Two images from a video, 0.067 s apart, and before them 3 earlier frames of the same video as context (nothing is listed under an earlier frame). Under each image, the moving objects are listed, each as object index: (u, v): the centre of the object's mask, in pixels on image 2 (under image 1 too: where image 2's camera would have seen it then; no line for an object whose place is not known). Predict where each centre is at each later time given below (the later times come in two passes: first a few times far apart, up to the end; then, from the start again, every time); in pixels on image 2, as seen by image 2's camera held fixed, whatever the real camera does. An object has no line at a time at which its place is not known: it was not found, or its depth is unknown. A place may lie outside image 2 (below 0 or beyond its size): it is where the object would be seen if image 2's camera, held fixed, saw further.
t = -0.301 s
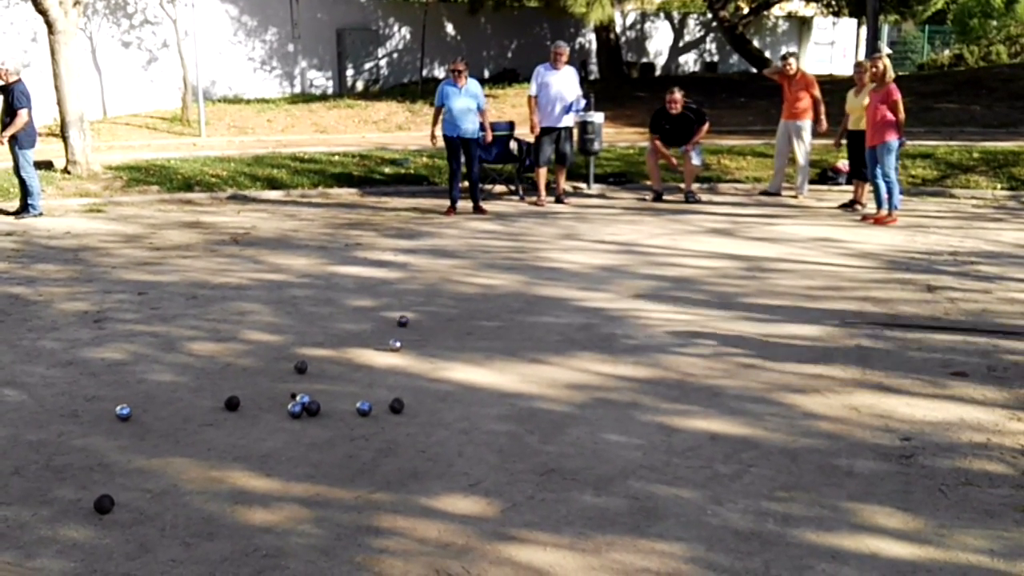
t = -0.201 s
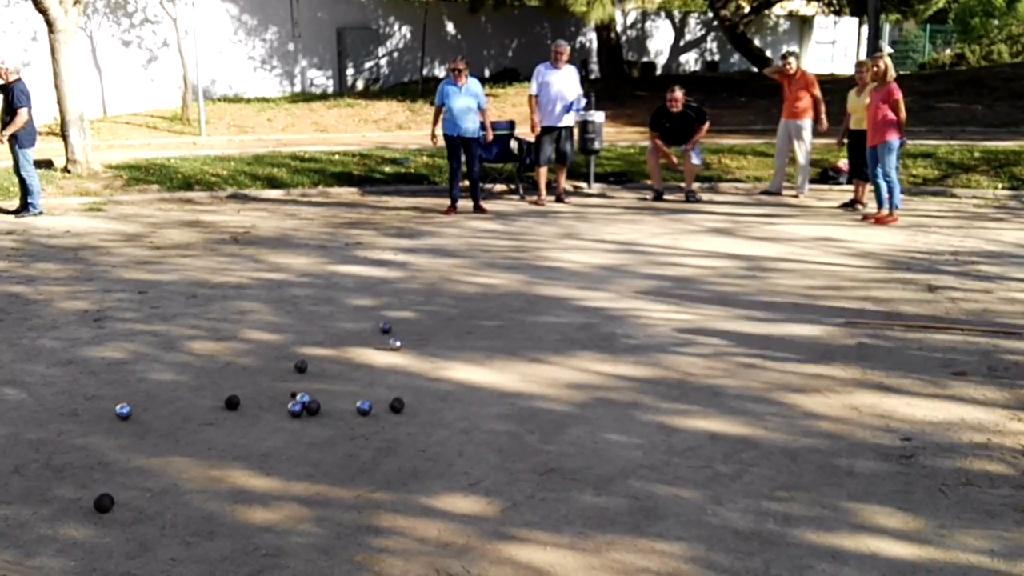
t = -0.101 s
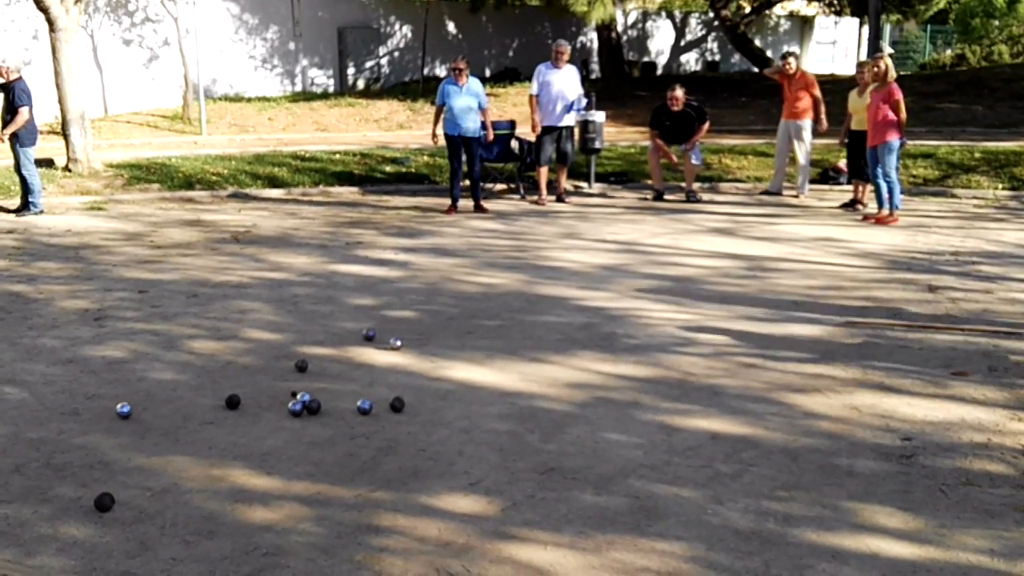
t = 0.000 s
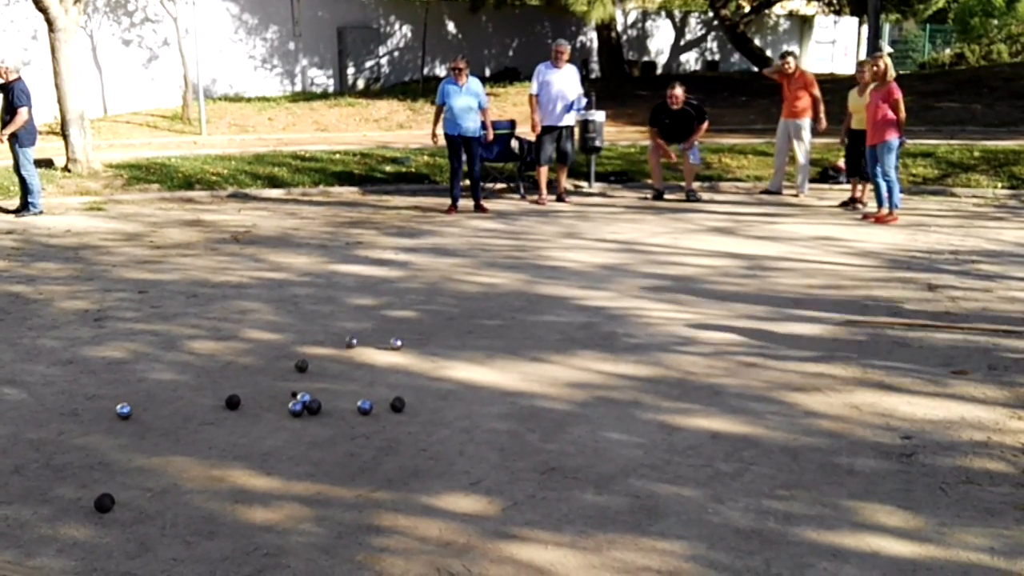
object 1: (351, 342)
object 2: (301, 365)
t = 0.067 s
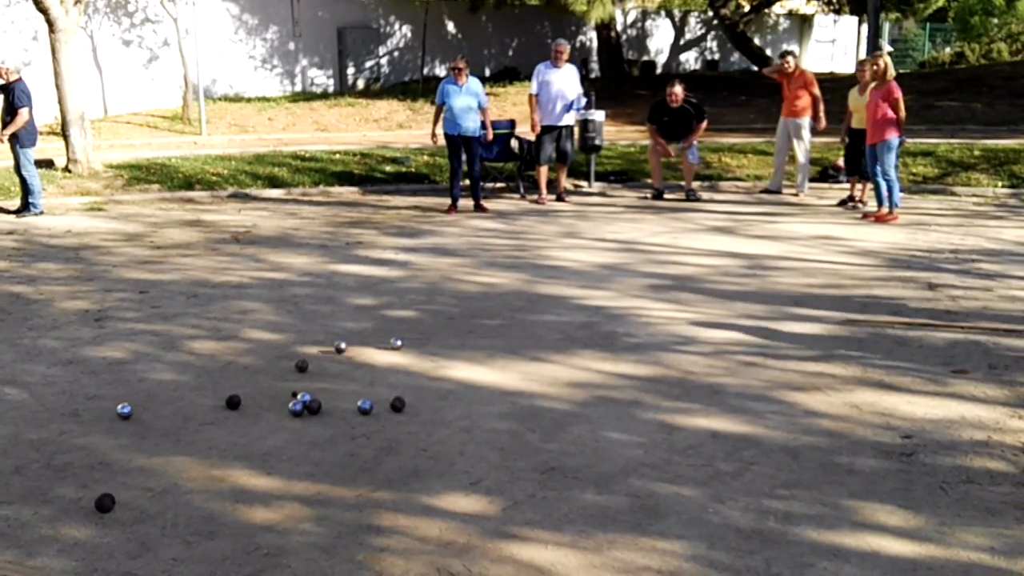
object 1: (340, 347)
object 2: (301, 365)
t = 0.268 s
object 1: (309, 361)
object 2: (298, 366)
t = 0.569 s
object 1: (291, 370)
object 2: (271, 376)
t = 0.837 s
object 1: (275, 376)
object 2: (252, 383)
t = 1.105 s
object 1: (263, 381)
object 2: (236, 387)
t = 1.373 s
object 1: (254, 386)
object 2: (225, 391)
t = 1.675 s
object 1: (251, 387)
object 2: (217, 393)
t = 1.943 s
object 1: (250, 388)
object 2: (210, 394)
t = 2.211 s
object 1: (250, 388)
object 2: (205, 395)
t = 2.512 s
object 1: (250, 389)
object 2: (206, 394)
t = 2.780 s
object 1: (250, 389)
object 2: (206, 394)
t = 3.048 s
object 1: (250, 389)
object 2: (205, 394)
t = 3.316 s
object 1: (249, 389)
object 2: (205, 394)
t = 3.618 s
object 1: (250, 388)
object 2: (206, 394)
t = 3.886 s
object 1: (250, 388)
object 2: (206, 394)
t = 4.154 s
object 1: (250, 388)
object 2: (206, 394)
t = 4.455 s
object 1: (250, 388)
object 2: (206, 394)
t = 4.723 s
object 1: (250, 388)
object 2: (206, 394)
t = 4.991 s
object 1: (250, 389)
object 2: (206, 394)
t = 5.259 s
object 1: (249, 389)
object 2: (205, 394)
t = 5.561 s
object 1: (248, 389)
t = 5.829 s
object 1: (248, 389)
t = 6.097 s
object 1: (248, 389)
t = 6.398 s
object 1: (249, 389)
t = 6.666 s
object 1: (249, 389)
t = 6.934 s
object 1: (249, 389)
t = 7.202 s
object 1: (249, 389)
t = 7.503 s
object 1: (248, 389)
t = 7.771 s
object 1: (249, 389)
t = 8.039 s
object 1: (249, 389)
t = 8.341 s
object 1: (249, 389)
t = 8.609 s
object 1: (249, 389)
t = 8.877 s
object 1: (249, 389)
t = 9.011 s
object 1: (249, 389)
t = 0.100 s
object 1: (334, 349)
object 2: (301, 365)
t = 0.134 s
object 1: (329, 353)
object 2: (301, 365)
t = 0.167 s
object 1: (323, 355)
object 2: (301, 365)
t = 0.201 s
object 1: (317, 358)
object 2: (302, 365)
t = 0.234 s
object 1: (311, 361)
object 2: (301, 365)
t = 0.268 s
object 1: (309, 361)
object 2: (298, 366)
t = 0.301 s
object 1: (307, 362)
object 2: (294, 368)
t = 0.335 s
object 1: (306, 363)
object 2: (291, 370)
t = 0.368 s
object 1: (304, 364)
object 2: (288, 371)
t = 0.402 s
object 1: (302, 365)
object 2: (285, 371)
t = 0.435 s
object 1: (300, 367)
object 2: (282, 373)
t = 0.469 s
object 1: (297, 367)
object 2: (279, 374)
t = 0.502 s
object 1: (295, 368)
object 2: (277, 375)
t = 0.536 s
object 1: (293, 369)
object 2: (274, 375)
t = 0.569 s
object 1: (291, 370)
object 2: (271, 376)
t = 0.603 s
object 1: (289, 371)
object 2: (269, 377)
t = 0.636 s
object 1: (286, 372)
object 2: (267, 378)
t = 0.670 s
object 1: (285, 373)
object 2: (264, 379)
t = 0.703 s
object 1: (283, 374)
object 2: (262, 380)
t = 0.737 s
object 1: (281, 374)
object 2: (259, 381)
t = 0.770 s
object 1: (279, 375)
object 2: (257, 382)
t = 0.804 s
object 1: (277, 375)
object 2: (254, 382)
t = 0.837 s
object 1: (275, 376)
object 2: (252, 383)
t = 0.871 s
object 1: (274, 377)
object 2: (250, 384)
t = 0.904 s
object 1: (272, 377)
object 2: (248, 385)
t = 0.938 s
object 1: (270, 378)
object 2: (246, 386)
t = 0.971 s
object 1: (269, 379)
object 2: (244, 386)
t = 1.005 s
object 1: (267, 380)
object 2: (242, 386)
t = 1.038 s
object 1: (266, 380)
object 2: (240, 386)
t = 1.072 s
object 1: (264, 381)
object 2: (238, 387)
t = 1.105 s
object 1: (263, 381)
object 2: (236, 387)
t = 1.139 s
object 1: (261, 382)
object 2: (235, 387)
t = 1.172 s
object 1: (260, 383)
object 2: (233, 388)
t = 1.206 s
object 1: (259, 383)
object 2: (231, 388)
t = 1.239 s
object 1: (258, 384)
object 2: (230, 389)
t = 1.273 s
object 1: (257, 384)
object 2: (229, 389)
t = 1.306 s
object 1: (256, 385)
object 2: (228, 389)
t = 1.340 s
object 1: (255, 385)
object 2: (226, 390)
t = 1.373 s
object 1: (254, 386)
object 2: (225, 391)
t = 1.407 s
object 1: (253, 386)
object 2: (224, 391)
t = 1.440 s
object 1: (252, 386)
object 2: (223, 391)
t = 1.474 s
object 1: (252, 387)
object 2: (222, 392)
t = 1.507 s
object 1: (252, 387)
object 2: (221, 392)
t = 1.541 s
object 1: (252, 387)
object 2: (220, 392)
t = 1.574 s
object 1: (252, 387)
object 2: (219, 393)
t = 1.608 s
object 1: (252, 388)
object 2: (218, 393)
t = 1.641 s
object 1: (252, 388)
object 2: (218, 393)
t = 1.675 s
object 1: (251, 387)
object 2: (217, 393)
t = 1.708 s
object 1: (250, 388)
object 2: (216, 393)
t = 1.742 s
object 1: (250, 388)
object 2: (215, 394)
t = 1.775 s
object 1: (250, 388)
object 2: (214, 394)
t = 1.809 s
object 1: (250, 388)
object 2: (213, 394)
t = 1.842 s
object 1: (250, 388)
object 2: (212, 394)
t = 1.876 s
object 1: (250, 388)
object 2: (211, 394)
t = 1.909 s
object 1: (250, 388)
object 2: (210, 394)
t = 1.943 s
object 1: (250, 388)
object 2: (210, 394)
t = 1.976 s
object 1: (250, 388)
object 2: (209, 394)
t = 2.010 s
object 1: (250, 388)
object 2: (208, 394)
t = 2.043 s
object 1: (250, 388)
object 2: (207, 394)
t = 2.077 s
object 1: (250, 388)
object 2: (207, 394)
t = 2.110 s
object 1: (250, 388)
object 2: (206, 394)
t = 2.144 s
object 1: (250, 388)
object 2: (205, 395)
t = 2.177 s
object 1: (250, 388)
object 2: (205, 395)
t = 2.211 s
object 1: (250, 388)
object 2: (205, 395)
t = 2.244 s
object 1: (250, 389)
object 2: (205, 395)
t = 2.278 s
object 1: (250, 388)
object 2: (206, 394)
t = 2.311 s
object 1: (250, 389)
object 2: (205, 394)
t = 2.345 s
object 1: (250, 388)
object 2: (206, 394)
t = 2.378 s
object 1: (250, 388)
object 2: (206, 394)
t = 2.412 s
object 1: (250, 389)
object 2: (206, 394)
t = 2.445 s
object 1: (250, 389)
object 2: (206, 394)
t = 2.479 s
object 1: (250, 389)
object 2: (206, 394)
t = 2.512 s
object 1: (250, 389)
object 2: (206, 394)
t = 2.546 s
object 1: (250, 389)
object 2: (206, 394)
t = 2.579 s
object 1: (250, 389)
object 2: (206, 394)
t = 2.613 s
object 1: (250, 389)
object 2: (206, 394)
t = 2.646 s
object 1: (250, 389)
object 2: (206, 394)
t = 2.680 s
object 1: (250, 388)
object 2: (206, 394)
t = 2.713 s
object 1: (250, 388)
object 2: (206, 394)
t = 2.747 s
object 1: (250, 389)
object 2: (206, 394)
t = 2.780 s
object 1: (250, 389)
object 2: (206, 394)
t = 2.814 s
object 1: (250, 389)
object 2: (206, 394)
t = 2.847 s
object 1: (250, 389)
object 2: (206, 394)
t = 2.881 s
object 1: (250, 389)
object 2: (206, 394)
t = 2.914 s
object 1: (250, 389)
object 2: (206, 394)
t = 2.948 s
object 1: (250, 389)
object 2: (206, 394)
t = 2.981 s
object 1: (250, 389)
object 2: (206, 394)
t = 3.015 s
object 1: (250, 389)
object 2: (206, 394)
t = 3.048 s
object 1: (250, 389)
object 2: (205, 394)
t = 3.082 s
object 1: (249, 389)
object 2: (205, 394)
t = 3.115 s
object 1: (249, 389)
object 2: (205, 394)
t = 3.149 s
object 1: (249, 389)
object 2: (205, 394)
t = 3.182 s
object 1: (249, 389)
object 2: (205, 394)
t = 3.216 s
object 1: (249, 388)
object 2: (205, 394)
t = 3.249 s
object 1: (250, 388)
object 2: (205, 394)
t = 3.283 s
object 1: (249, 389)
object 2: (205, 395)
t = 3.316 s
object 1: (249, 389)
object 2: (205, 394)
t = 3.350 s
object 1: (250, 388)
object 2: (206, 394)
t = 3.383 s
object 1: (250, 388)
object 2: (206, 394)
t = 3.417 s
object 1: (250, 389)
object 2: (205, 394)
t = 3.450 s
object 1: (250, 388)
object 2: (205, 394)
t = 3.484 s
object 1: (250, 388)
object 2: (206, 394)
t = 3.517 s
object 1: (250, 388)
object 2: (206, 394)
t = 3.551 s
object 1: (250, 389)
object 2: (206, 394)
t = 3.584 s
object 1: (250, 388)
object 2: (206, 394)
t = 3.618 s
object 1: (250, 388)
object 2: (206, 394)
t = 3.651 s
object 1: (250, 388)
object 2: (206, 394)
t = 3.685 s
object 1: (250, 388)
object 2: (206, 394)
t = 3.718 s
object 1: (250, 388)
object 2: (206, 394)
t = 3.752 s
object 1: (250, 388)
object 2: (206, 394)
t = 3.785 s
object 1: (250, 388)
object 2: (206, 394)
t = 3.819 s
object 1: (250, 388)
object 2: (206, 394)
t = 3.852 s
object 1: (250, 389)
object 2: (206, 394)
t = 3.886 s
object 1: (250, 388)
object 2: (206, 394)
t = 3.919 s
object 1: (250, 388)
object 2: (206, 394)
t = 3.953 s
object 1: (250, 388)
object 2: (206, 394)
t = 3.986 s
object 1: (250, 388)
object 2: (206, 394)
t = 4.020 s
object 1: (250, 388)
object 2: (206, 394)
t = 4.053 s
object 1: (250, 388)
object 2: (206, 394)
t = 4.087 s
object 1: (250, 388)
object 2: (206, 394)
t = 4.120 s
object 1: (250, 388)
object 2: (206, 394)
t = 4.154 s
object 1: (250, 388)
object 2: (206, 394)
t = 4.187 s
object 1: (250, 388)
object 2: (206, 394)
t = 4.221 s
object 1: (250, 388)
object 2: (206, 394)
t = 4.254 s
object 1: (250, 388)
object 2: (206, 394)
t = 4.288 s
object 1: (250, 388)
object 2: (206, 394)
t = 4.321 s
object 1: (250, 388)
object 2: (206, 394)
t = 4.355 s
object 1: (250, 388)
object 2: (206, 394)
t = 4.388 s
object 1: (250, 388)
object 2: (206, 394)
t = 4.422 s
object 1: (250, 388)
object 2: (206, 394)
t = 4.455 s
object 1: (250, 388)
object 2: (206, 394)
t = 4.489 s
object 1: (250, 389)
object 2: (205, 394)
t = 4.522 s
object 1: (250, 389)
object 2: (206, 394)
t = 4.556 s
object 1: (250, 389)
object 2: (206, 394)
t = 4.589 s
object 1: (250, 389)
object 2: (206, 394)
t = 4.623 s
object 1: (250, 389)
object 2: (206, 394)
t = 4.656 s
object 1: (250, 388)
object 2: (206, 394)
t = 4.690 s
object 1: (250, 389)
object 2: (206, 394)
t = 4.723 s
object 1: (250, 388)
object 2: (206, 394)
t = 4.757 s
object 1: (250, 389)
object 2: (206, 394)
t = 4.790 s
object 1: (250, 389)
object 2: (206, 394)
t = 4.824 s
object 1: (250, 388)
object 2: (206, 394)
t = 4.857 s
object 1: (250, 388)
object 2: (206, 394)
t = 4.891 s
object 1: (250, 388)
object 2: (206, 394)
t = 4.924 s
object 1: (250, 388)
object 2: (206, 394)
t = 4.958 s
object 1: (250, 388)
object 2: (206, 394)
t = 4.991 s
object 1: (250, 389)
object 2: (206, 394)
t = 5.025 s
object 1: (249, 389)
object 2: (206, 394)
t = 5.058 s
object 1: (250, 389)
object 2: (206, 394)
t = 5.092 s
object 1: (250, 389)
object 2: (206, 394)
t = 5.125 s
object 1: (250, 389)
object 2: (206, 394)
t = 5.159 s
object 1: (249, 389)
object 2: (205, 394)
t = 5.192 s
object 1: (249, 389)
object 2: (205, 394)
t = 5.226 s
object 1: (249, 389)
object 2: (205, 394)
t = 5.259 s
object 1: (249, 389)
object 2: (205, 394)
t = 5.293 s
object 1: (249, 389)
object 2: (205, 394)
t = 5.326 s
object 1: (249, 389)
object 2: (205, 394)
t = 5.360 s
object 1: (249, 389)
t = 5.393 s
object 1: (249, 389)
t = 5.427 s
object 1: (249, 389)
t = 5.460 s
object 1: (249, 389)
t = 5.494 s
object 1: (248, 389)
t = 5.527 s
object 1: (248, 389)
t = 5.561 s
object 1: (248, 389)
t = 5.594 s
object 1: (249, 389)
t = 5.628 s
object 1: (248, 389)
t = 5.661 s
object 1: (248, 389)
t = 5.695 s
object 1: (248, 389)
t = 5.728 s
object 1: (248, 389)
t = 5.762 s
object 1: (248, 389)
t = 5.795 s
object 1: (248, 389)
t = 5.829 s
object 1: (248, 389)
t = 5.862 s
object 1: (248, 389)
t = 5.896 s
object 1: (248, 389)
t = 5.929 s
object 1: (248, 389)
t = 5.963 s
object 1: (248, 389)
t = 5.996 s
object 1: (248, 389)
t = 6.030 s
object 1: (249, 389)
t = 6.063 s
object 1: (249, 389)
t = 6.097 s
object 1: (248, 389)
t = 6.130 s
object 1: (249, 389)
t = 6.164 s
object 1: (249, 389)
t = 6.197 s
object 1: (249, 389)
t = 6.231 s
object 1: (249, 389)
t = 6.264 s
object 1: (249, 389)
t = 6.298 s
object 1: (249, 389)
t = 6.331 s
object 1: (249, 389)
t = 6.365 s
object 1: (249, 389)
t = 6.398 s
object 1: (249, 389)
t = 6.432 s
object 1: (249, 389)
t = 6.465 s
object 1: (249, 389)
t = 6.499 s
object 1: (249, 389)
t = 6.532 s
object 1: (249, 389)
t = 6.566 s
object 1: (249, 389)
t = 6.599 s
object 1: (249, 389)
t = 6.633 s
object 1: (249, 389)
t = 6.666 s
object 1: (249, 389)
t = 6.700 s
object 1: (249, 389)
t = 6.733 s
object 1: (249, 389)
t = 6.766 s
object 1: (249, 389)
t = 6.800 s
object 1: (249, 389)
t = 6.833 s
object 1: (249, 389)
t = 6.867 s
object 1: (249, 389)
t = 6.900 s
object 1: (249, 389)
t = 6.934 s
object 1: (249, 389)
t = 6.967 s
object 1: (249, 389)
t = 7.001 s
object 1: (249, 389)
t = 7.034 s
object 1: (249, 389)
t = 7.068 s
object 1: (249, 389)
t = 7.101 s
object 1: (249, 389)
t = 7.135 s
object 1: (249, 389)
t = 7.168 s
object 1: (249, 389)
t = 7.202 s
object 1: (249, 389)
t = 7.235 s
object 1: (249, 389)
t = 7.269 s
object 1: (249, 389)
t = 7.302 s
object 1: (248, 389)
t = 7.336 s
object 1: (249, 389)
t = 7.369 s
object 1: (248, 390)
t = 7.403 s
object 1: (248, 390)
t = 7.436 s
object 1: (248, 390)
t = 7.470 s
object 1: (248, 390)
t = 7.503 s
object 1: (248, 389)
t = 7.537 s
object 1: (248, 389)
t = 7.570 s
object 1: (248, 389)
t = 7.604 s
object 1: (248, 389)
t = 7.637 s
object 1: (249, 389)
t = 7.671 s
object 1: (248, 389)
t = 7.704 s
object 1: (249, 389)
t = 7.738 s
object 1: (249, 389)
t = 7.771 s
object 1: (249, 389)
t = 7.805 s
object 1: (249, 389)
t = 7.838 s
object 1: (249, 390)
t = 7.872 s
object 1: (249, 389)
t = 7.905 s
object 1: (249, 389)
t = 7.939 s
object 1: (248, 389)
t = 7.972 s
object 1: (248, 389)
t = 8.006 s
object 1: (249, 389)
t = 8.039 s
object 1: (249, 389)
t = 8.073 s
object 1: (249, 389)
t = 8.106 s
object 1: (249, 389)
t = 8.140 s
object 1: (248, 389)
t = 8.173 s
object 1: (248, 389)
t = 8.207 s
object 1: (249, 389)
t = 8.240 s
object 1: (249, 389)
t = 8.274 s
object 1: (249, 389)
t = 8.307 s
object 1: (249, 389)
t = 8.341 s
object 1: (249, 389)
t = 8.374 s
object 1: (249, 389)
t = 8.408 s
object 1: (249, 389)
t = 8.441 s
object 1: (249, 389)
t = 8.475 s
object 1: (249, 389)
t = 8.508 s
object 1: (249, 389)
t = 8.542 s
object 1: (248, 389)
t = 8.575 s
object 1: (249, 389)
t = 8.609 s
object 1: (249, 389)
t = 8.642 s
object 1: (249, 389)
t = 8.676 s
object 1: (249, 389)
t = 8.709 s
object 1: (249, 389)
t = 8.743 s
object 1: (249, 389)
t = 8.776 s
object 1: (249, 389)
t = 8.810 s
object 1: (249, 389)
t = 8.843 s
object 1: (249, 389)
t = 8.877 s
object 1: (249, 389)
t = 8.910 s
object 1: (249, 389)
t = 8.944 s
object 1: (249, 389)
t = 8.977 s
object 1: (249, 389)
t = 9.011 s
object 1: (249, 389)
